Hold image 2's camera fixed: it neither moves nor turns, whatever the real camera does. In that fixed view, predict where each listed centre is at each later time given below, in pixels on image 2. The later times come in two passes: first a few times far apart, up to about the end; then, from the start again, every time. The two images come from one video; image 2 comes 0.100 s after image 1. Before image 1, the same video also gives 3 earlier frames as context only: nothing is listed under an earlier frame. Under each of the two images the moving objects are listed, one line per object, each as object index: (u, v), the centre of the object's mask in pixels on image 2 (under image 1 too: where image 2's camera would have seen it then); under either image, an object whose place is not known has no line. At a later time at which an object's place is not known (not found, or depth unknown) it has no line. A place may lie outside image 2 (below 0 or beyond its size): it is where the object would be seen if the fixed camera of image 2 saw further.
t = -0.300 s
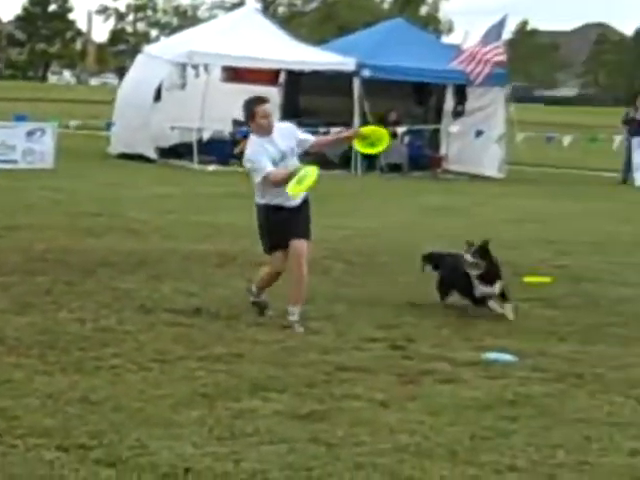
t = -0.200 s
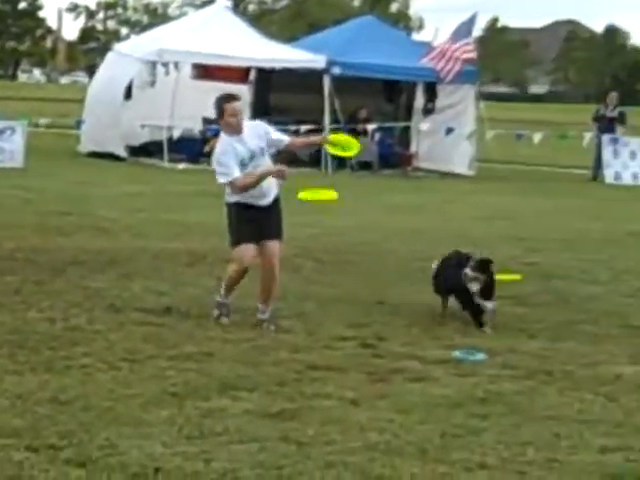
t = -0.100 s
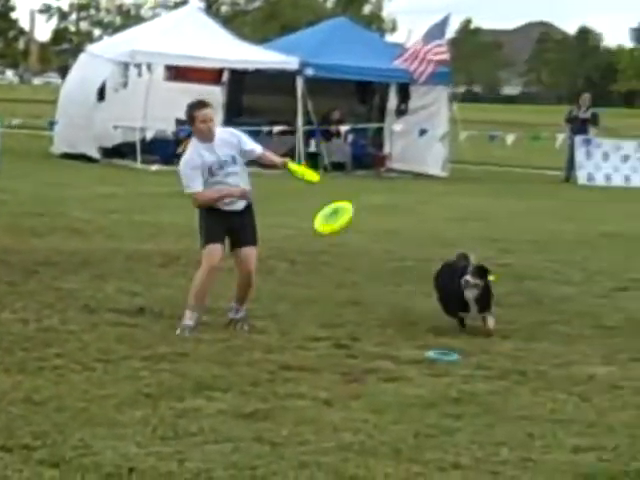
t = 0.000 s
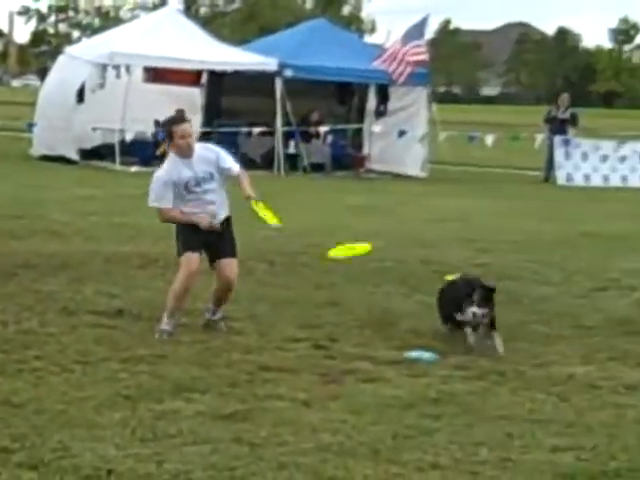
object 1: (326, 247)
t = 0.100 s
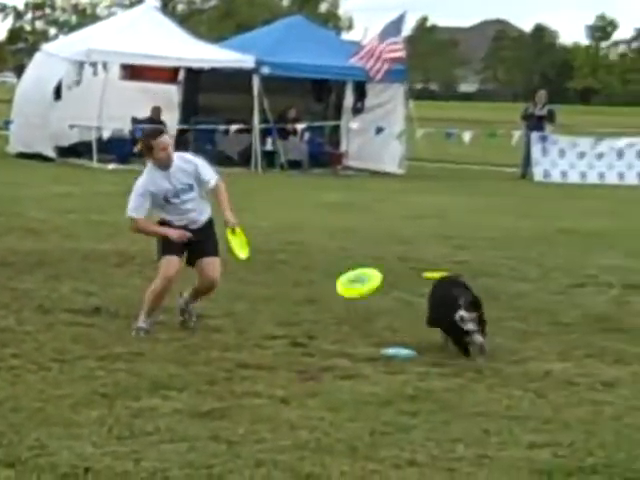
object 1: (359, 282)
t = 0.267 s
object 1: (403, 367)
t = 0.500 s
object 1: (452, 470)
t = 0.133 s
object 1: (369, 297)
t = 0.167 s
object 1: (379, 313)
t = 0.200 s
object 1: (386, 331)
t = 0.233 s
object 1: (395, 348)
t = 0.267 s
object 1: (403, 367)
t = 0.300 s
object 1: (412, 387)
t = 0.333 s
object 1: (420, 410)
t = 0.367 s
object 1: (430, 433)
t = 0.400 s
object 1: (438, 458)
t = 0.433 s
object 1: (443, 472)
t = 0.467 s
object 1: (447, 473)
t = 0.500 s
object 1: (452, 470)
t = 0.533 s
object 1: (458, 468)
